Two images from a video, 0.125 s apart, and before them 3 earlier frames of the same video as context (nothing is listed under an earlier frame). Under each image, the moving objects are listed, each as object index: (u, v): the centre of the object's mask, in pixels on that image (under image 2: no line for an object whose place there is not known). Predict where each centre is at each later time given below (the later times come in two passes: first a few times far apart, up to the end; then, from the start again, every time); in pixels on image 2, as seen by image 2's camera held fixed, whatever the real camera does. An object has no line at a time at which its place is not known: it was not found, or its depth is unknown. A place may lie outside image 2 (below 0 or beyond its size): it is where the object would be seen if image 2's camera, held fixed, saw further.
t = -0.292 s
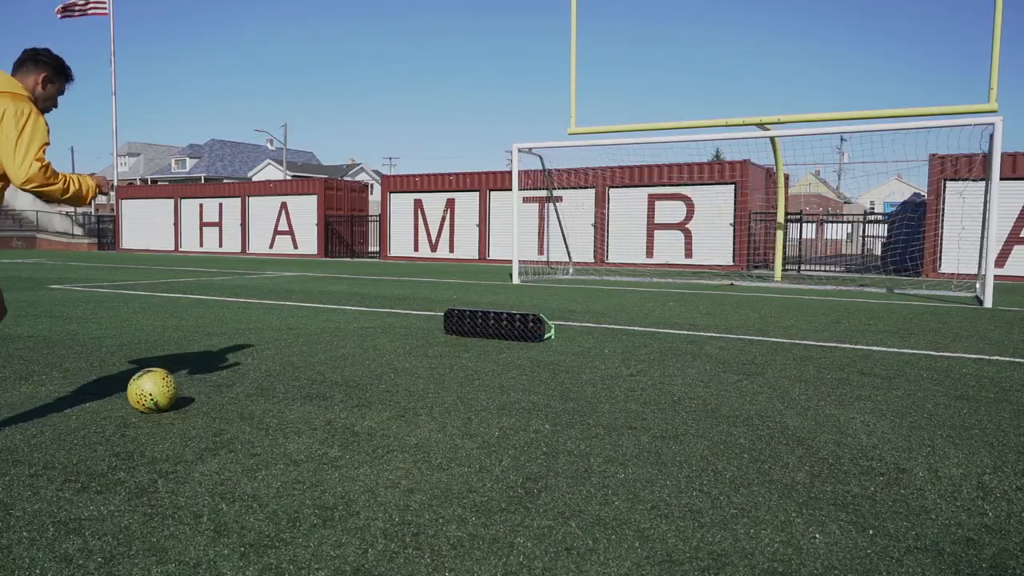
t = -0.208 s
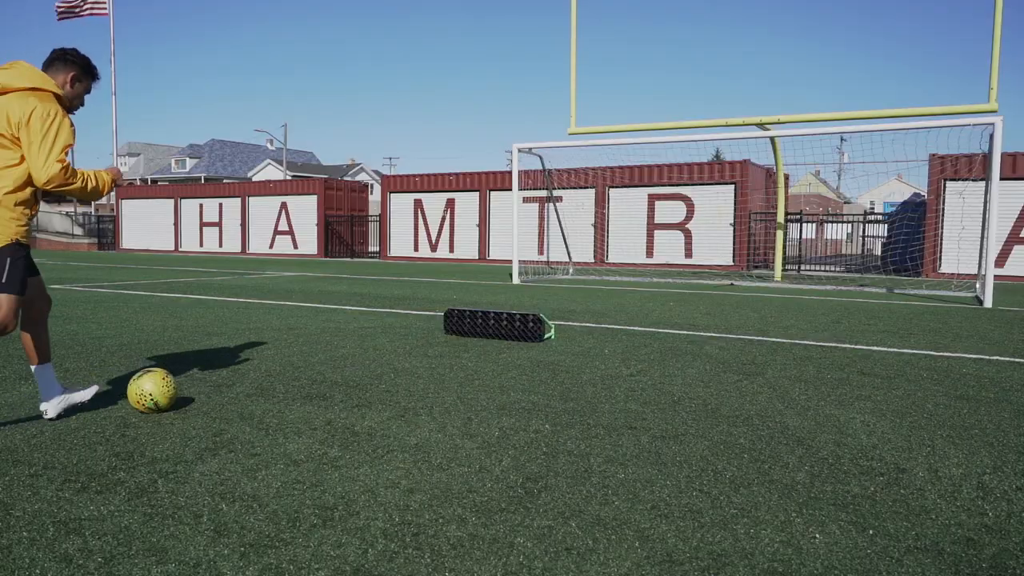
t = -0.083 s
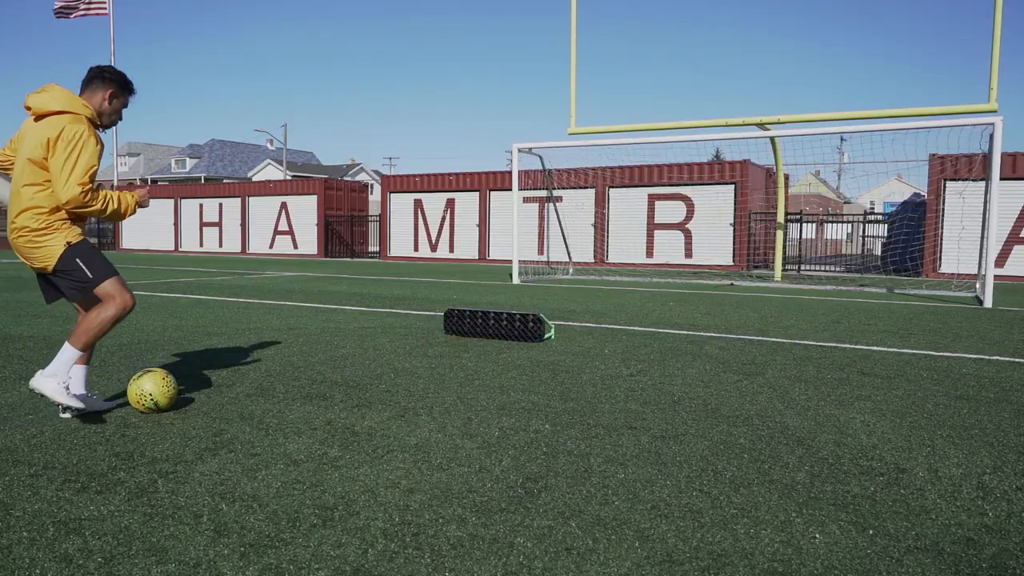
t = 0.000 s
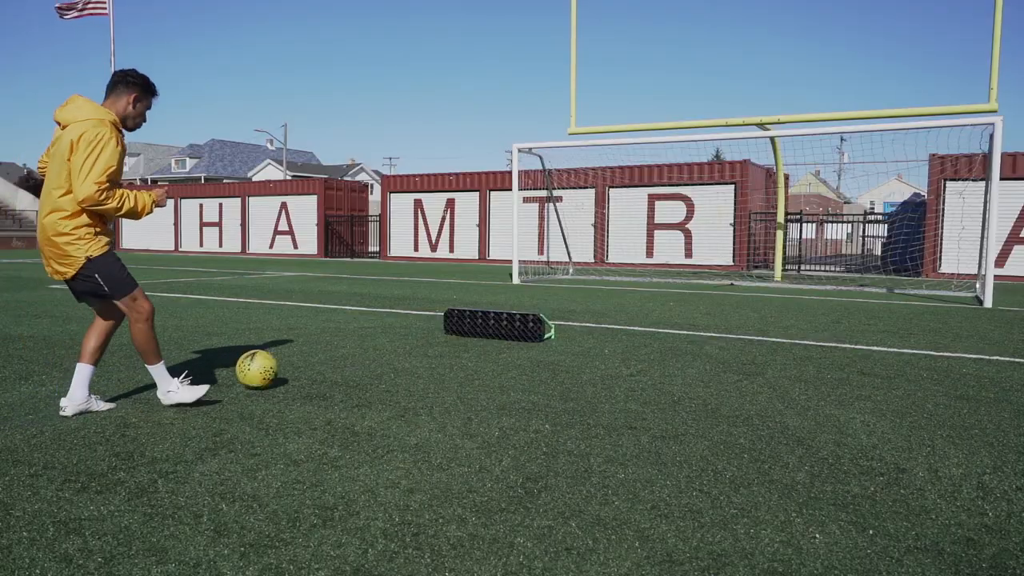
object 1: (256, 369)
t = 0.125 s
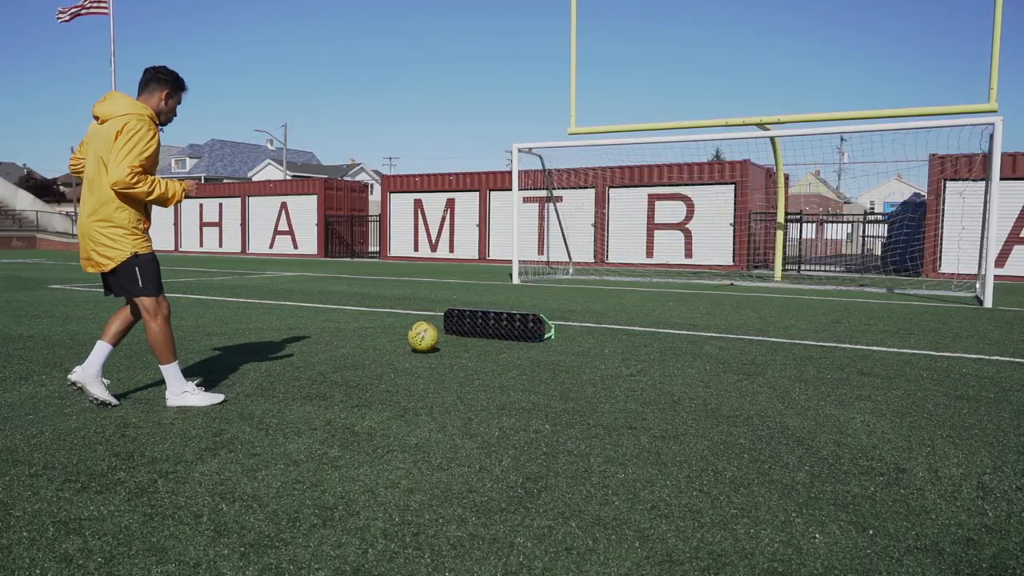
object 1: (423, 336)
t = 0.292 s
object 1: (456, 333)
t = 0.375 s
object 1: (425, 340)
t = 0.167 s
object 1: (460, 329)
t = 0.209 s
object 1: (486, 327)
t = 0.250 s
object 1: (471, 331)
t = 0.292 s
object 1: (456, 333)
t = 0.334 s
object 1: (440, 337)
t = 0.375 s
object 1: (425, 340)
